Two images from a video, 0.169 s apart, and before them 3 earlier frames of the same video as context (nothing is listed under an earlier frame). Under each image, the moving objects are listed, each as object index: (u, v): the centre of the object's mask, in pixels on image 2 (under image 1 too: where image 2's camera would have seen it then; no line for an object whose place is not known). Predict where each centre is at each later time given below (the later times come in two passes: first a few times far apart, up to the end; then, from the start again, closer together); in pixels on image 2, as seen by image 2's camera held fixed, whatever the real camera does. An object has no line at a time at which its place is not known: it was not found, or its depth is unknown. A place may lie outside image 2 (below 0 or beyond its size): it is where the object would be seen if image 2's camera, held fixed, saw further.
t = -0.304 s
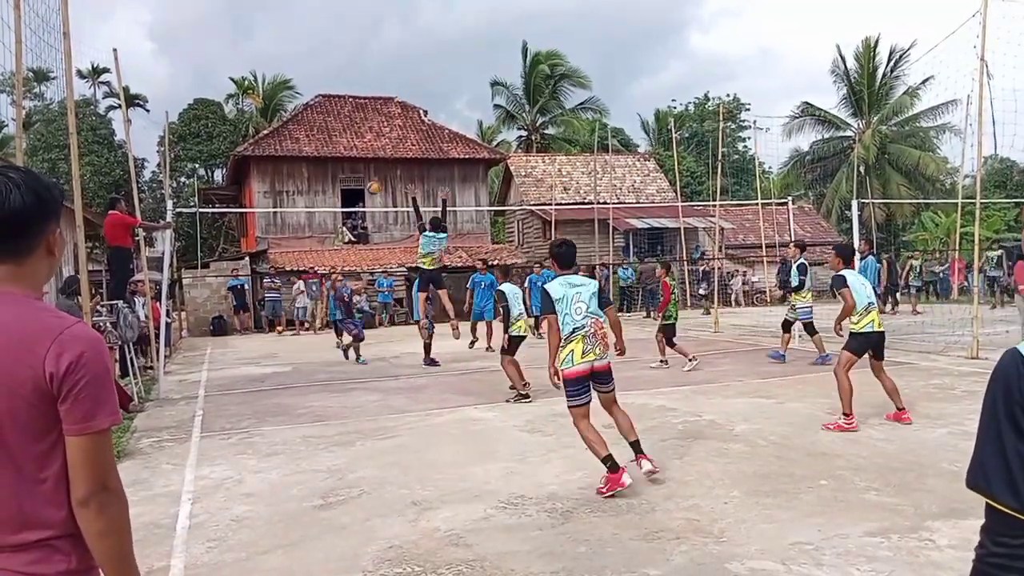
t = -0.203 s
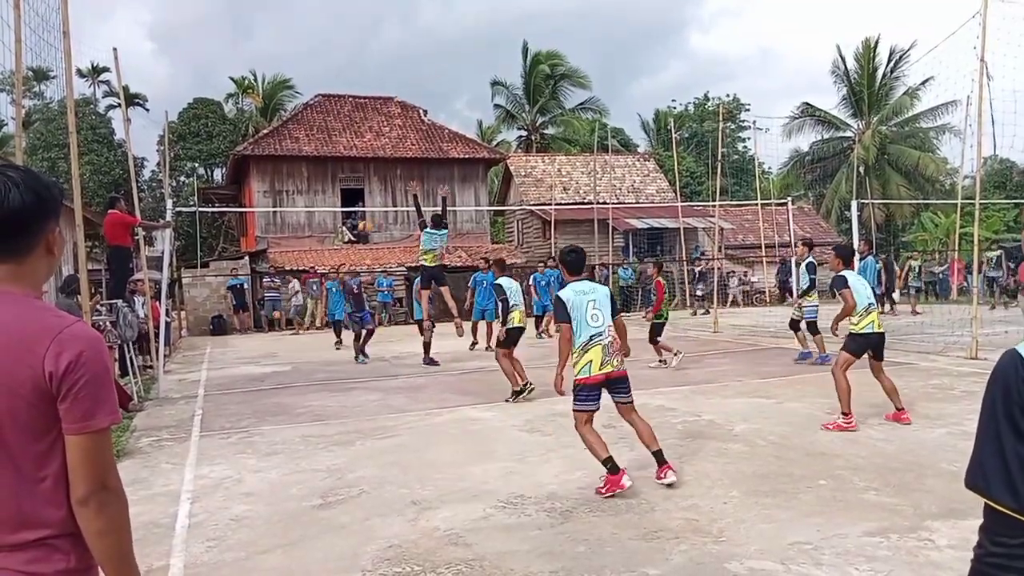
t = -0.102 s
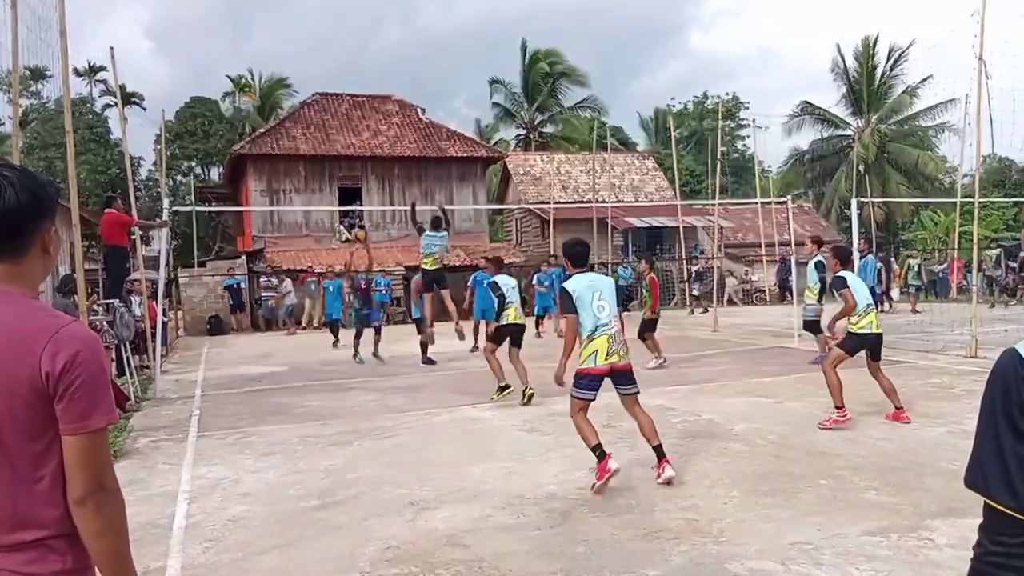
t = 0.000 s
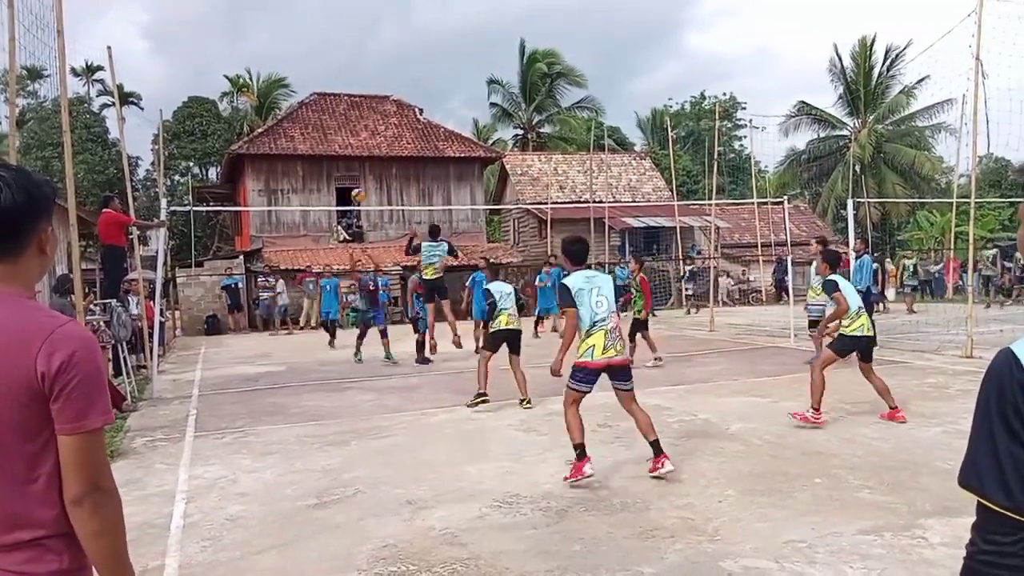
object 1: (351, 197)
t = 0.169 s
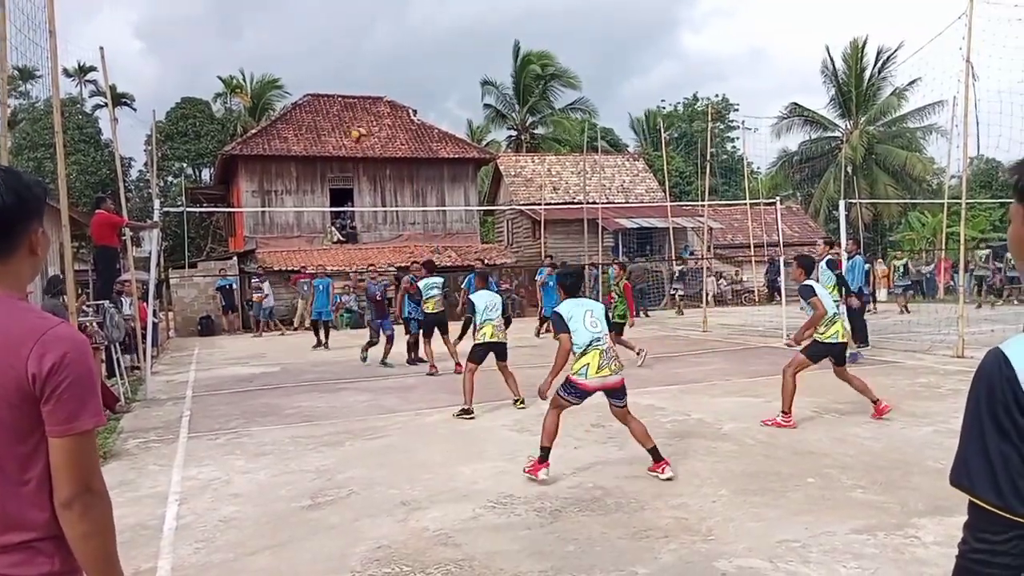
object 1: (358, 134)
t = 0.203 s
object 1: (361, 123)
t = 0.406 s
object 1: (374, 67)
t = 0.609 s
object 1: (393, 30)
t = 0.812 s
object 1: (426, 34)
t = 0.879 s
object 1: (440, 50)
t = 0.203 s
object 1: (361, 123)
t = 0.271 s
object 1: (365, 101)
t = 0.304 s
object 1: (366, 92)
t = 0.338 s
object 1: (369, 84)
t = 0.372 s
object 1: (371, 75)
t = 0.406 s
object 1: (374, 67)
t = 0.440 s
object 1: (376, 59)
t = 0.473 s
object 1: (380, 52)
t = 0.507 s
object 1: (382, 45)
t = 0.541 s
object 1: (386, 38)
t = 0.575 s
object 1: (389, 34)
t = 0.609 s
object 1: (393, 30)
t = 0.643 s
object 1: (397, 27)
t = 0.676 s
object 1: (402, 25)
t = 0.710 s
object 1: (407, 25)
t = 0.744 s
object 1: (413, 26)
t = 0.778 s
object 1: (419, 29)
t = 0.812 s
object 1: (426, 34)
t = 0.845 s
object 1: (432, 41)
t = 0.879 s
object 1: (440, 50)
